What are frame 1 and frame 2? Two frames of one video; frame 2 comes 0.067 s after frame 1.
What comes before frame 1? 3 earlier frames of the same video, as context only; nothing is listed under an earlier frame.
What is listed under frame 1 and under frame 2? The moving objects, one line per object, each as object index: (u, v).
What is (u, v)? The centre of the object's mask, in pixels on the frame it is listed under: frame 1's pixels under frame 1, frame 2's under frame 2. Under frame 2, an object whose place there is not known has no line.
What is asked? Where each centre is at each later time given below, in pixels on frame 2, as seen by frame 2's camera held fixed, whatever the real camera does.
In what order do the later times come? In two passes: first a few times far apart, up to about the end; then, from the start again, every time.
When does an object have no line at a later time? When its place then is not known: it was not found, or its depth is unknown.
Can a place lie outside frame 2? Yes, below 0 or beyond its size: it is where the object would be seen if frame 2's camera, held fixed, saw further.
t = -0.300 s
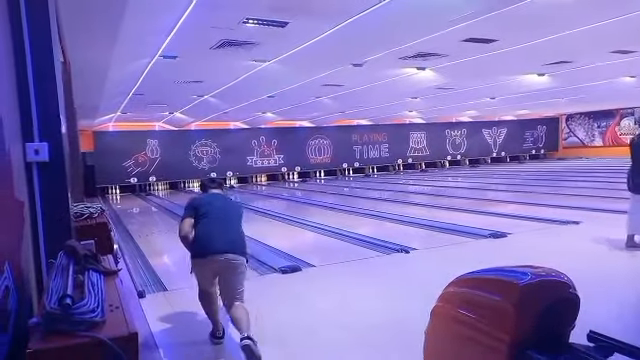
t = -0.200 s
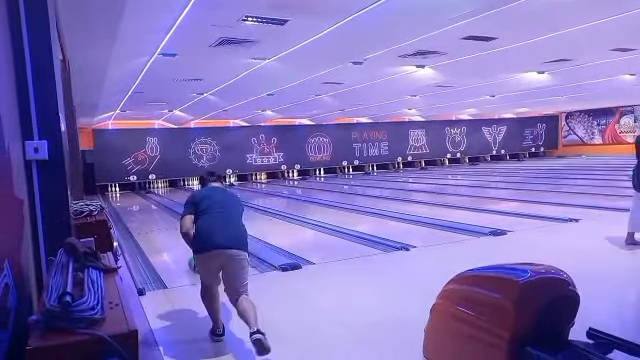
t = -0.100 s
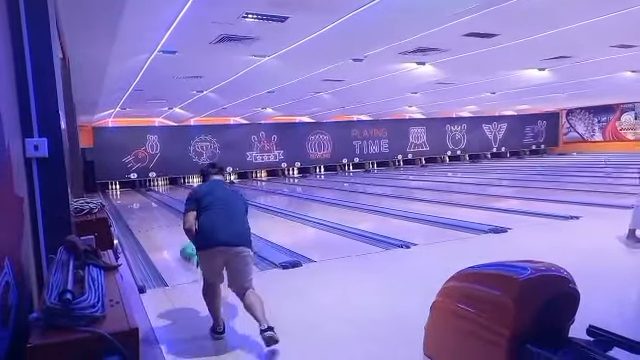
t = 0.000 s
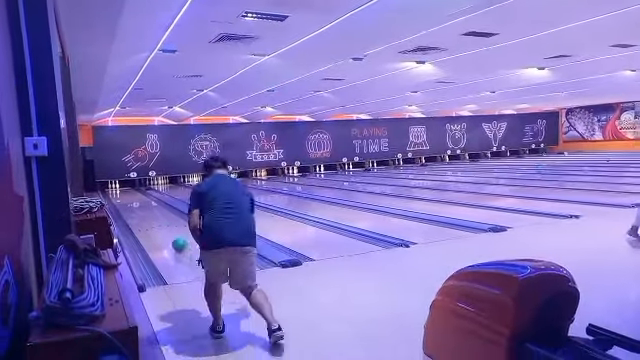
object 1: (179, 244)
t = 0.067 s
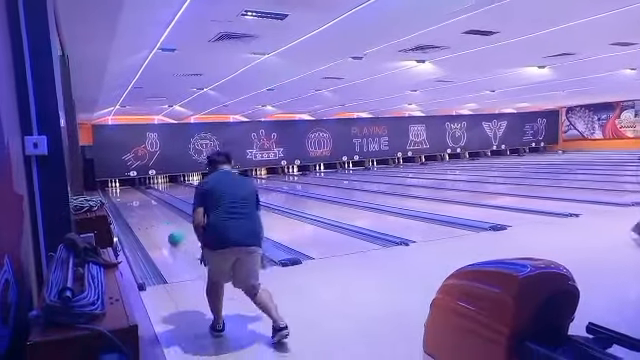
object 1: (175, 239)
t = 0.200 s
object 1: (167, 231)
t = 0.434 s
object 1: (156, 223)
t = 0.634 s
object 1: (149, 216)
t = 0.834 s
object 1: (144, 211)
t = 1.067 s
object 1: (136, 204)
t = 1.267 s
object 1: (133, 203)
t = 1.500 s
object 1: (133, 200)
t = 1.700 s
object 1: (126, 196)
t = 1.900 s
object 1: (124, 195)
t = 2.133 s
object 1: (120, 193)
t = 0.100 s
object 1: (173, 237)
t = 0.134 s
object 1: (171, 235)
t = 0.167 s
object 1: (169, 233)
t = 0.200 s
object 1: (167, 231)
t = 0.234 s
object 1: (165, 230)
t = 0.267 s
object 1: (164, 229)
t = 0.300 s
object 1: (162, 227)
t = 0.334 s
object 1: (160, 226)
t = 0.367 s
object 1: (159, 225)
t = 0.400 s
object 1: (157, 224)
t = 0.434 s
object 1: (156, 223)
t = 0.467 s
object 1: (155, 221)
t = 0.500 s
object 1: (154, 220)
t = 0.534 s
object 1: (152, 219)
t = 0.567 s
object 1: (151, 218)
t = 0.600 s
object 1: (150, 217)
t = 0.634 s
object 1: (149, 216)
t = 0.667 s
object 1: (148, 216)
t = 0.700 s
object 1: (147, 214)
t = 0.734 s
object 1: (146, 213)
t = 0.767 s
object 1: (146, 213)
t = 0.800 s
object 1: (145, 212)
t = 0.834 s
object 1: (144, 211)
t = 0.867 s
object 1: (144, 211)
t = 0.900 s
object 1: (142, 209)
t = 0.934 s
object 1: (141, 209)
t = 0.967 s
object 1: (141, 209)
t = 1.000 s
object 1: (138, 207)
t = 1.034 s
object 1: (137, 206)
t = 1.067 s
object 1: (136, 204)
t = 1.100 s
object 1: (136, 204)
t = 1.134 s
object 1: (136, 204)
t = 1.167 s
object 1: (135, 204)
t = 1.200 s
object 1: (135, 203)
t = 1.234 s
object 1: (134, 203)
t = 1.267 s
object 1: (133, 203)
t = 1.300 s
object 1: (133, 202)
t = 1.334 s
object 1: (133, 201)
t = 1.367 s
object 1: (133, 200)
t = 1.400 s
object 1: (131, 200)
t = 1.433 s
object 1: (132, 201)
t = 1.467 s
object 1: (132, 200)
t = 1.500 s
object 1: (133, 200)
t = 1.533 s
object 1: (132, 200)
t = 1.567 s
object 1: (131, 198)
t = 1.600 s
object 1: (128, 197)
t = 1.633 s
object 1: (126, 197)
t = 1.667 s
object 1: (126, 197)
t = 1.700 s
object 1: (126, 196)
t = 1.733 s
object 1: (125, 195)
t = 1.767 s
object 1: (125, 195)
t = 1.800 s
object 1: (124, 195)
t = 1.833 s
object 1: (124, 195)
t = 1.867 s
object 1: (124, 195)
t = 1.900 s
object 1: (124, 195)
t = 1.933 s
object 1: (124, 194)
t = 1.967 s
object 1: (123, 194)
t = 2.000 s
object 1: (123, 193)
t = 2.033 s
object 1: (123, 193)
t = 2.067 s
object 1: (122, 193)
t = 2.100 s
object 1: (122, 193)
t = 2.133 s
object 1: (120, 193)
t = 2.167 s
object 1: (120, 192)
